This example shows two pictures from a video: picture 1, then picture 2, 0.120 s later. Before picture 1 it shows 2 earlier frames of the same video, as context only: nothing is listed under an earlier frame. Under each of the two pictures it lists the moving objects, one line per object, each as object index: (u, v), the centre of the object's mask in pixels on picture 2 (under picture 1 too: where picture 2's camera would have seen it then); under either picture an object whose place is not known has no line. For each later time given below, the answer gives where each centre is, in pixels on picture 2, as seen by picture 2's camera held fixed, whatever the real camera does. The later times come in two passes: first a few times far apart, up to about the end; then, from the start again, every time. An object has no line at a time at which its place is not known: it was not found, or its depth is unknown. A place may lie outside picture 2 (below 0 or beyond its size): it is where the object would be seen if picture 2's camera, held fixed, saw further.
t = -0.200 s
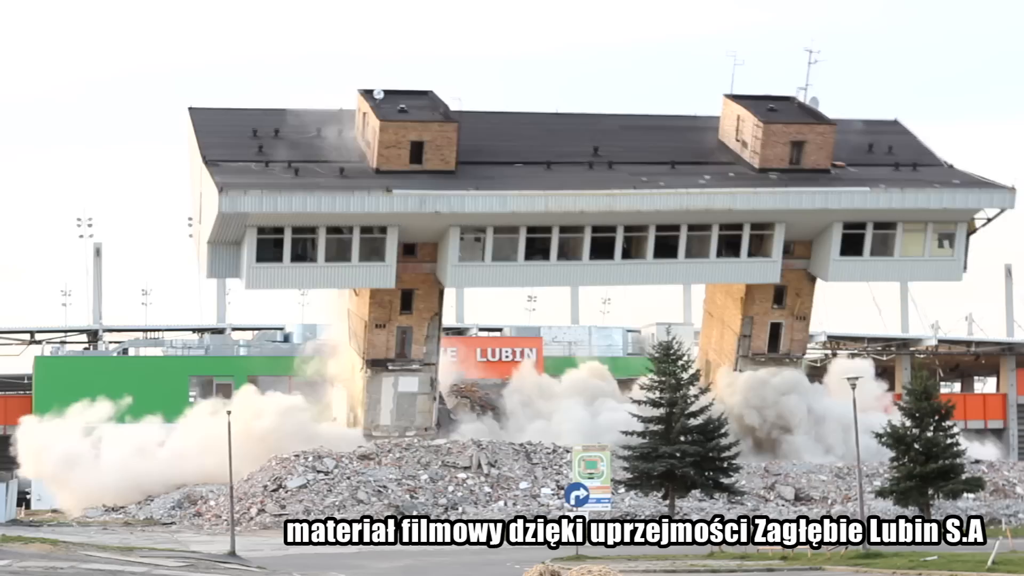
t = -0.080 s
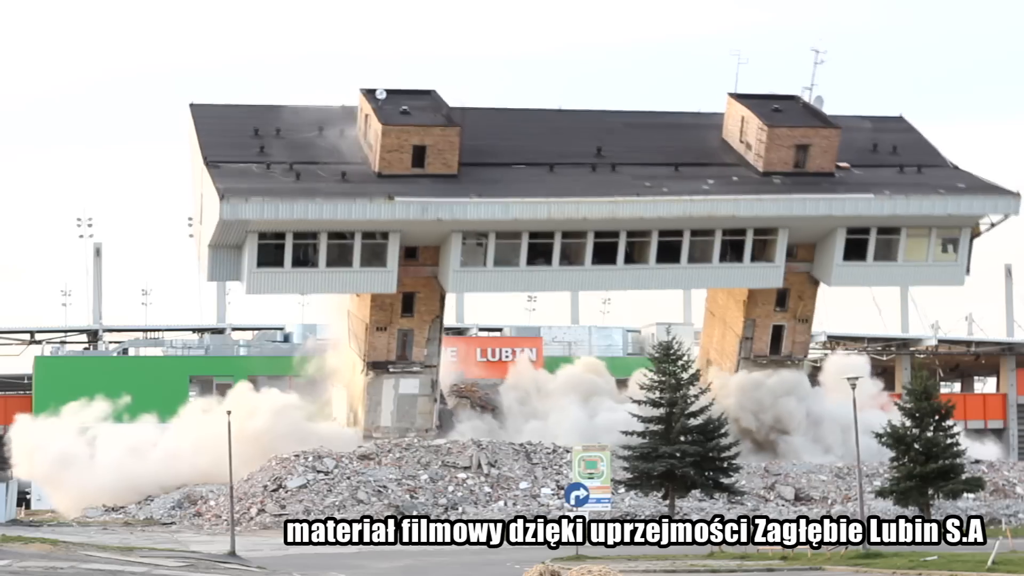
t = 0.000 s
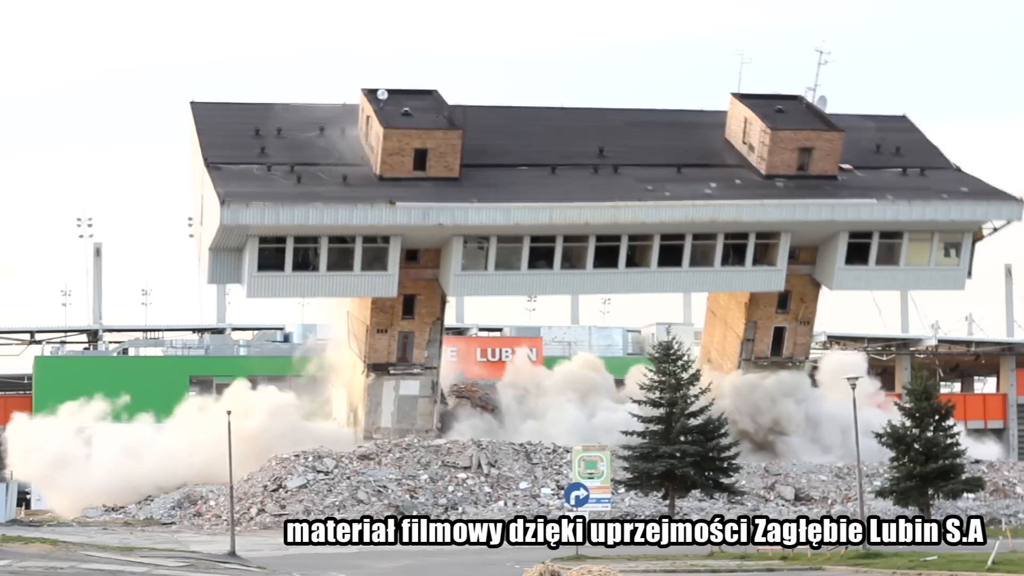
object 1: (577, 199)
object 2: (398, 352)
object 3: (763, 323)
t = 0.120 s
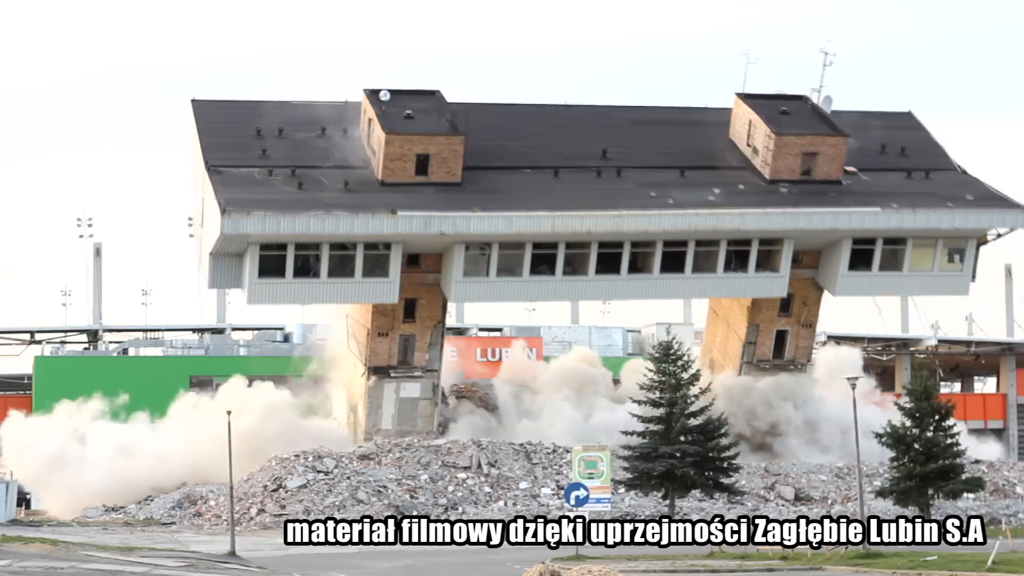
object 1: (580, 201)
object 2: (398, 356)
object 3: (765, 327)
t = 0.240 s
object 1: (583, 203)
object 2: (398, 359)
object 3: (768, 331)
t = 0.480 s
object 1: (588, 210)
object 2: (399, 366)
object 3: (775, 341)
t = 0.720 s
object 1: (594, 220)
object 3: (786, 356)
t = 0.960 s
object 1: (600, 235)
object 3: (798, 377)
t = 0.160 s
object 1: (581, 201)
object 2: (398, 357)
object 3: (766, 328)
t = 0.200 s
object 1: (582, 202)
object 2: (398, 358)
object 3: (767, 330)
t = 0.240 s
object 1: (583, 203)
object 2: (398, 359)
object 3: (768, 331)
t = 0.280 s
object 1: (584, 204)
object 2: (398, 360)
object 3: (769, 332)
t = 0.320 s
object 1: (584, 205)
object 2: (398, 362)
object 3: (770, 334)
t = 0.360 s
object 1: (585, 206)
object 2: (398, 363)
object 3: (772, 335)
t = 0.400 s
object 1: (586, 207)
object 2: (398, 364)
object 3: (773, 337)
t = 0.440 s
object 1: (587, 209)
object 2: (399, 365)
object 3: (774, 339)
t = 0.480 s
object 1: (588, 210)
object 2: (399, 366)
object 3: (775, 341)
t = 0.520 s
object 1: (589, 212)
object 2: (399, 368)
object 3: (777, 342)
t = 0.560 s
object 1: (589, 213)
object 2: (399, 369)
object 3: (779, 345)
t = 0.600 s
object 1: (591, 215)
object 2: (399, 371)
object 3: (780, 348)
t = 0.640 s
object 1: (592, 216)
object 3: (781, 351)
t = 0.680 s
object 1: (593, 218)
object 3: (783, 353)
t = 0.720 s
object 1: (594, 220)
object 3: (786, 356)
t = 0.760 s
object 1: (594, 222)
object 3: (786, 361)
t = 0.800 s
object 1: (596, 224)
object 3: (786, 365)
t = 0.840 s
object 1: (597, 227)
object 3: (788, 368)
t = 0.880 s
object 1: (598, 229)
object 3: (796, 369)
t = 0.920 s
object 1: (599, 232)
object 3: (797, 373)
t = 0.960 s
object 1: (600, 235)
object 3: (798, 377)
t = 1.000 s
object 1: (602, 238)
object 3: (799, 381)
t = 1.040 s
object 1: (603, 242)
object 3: (799, 385)
